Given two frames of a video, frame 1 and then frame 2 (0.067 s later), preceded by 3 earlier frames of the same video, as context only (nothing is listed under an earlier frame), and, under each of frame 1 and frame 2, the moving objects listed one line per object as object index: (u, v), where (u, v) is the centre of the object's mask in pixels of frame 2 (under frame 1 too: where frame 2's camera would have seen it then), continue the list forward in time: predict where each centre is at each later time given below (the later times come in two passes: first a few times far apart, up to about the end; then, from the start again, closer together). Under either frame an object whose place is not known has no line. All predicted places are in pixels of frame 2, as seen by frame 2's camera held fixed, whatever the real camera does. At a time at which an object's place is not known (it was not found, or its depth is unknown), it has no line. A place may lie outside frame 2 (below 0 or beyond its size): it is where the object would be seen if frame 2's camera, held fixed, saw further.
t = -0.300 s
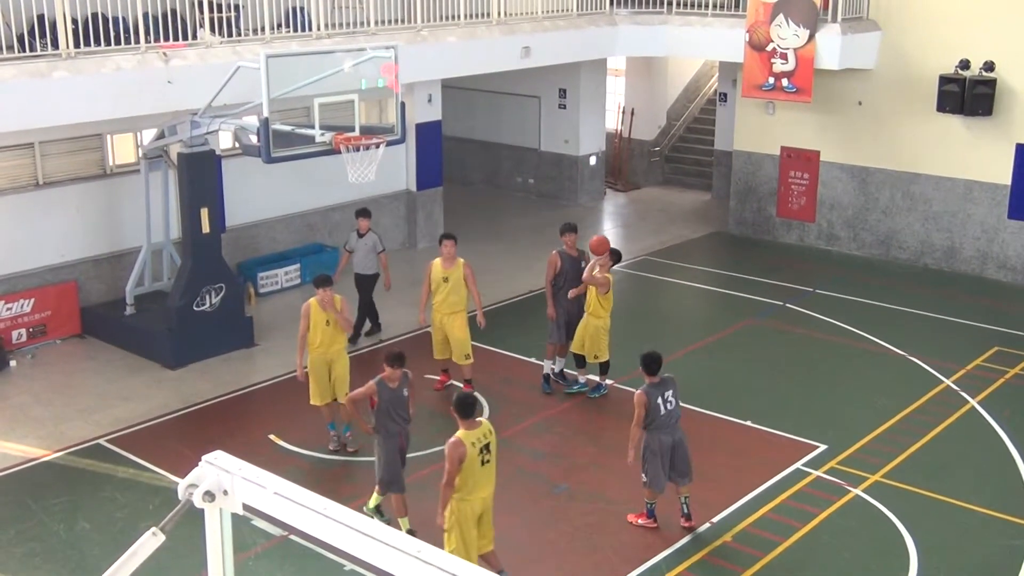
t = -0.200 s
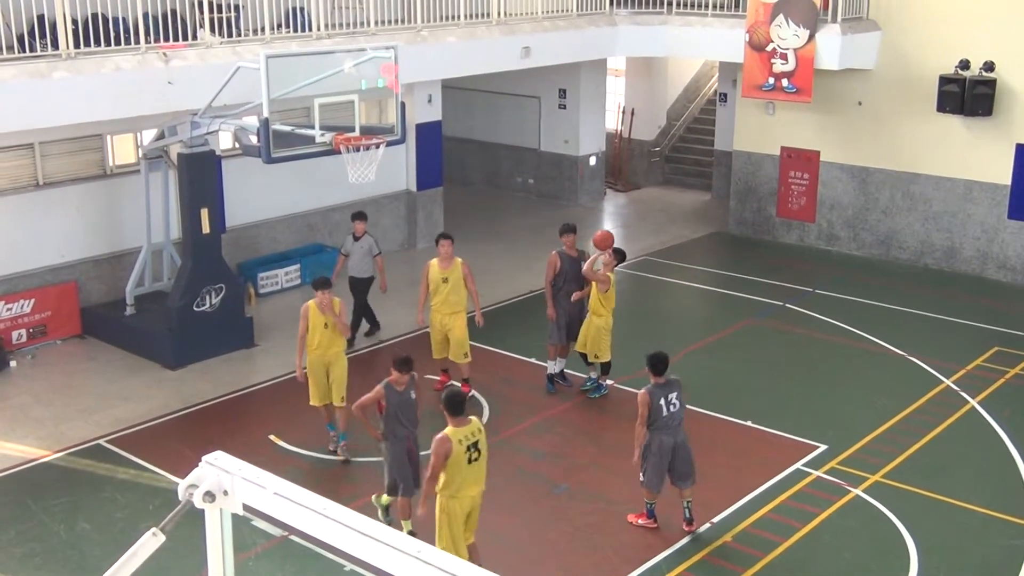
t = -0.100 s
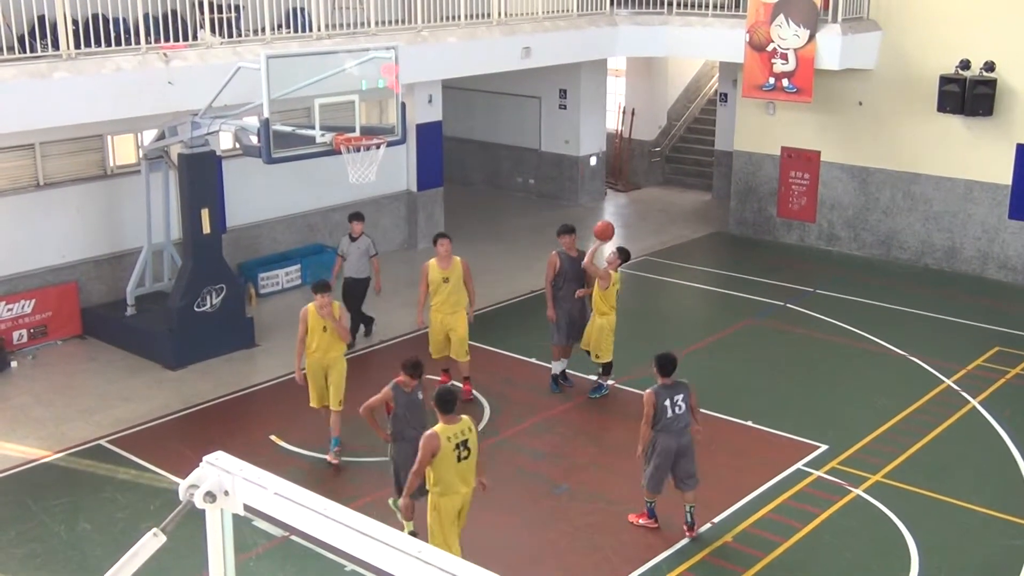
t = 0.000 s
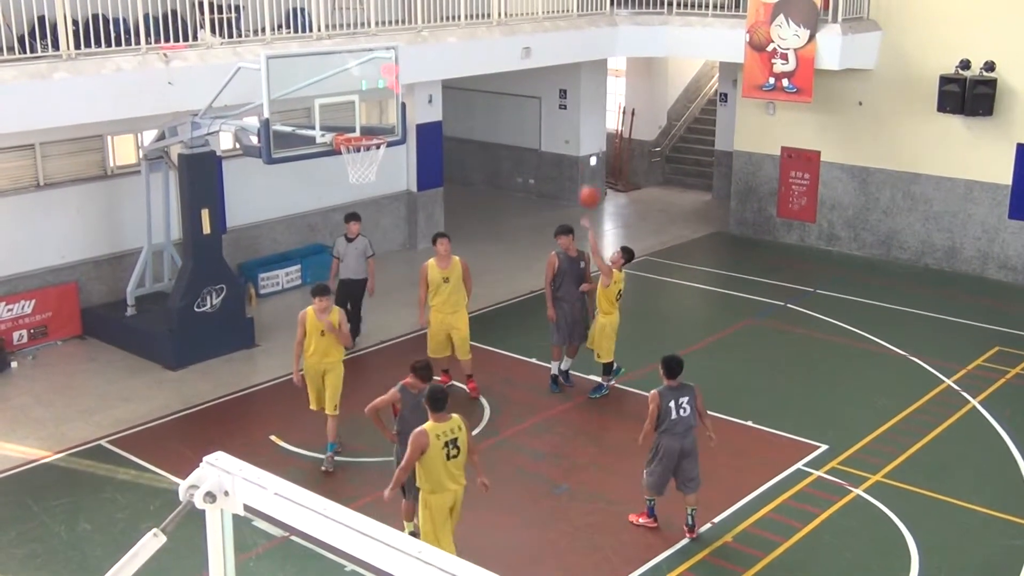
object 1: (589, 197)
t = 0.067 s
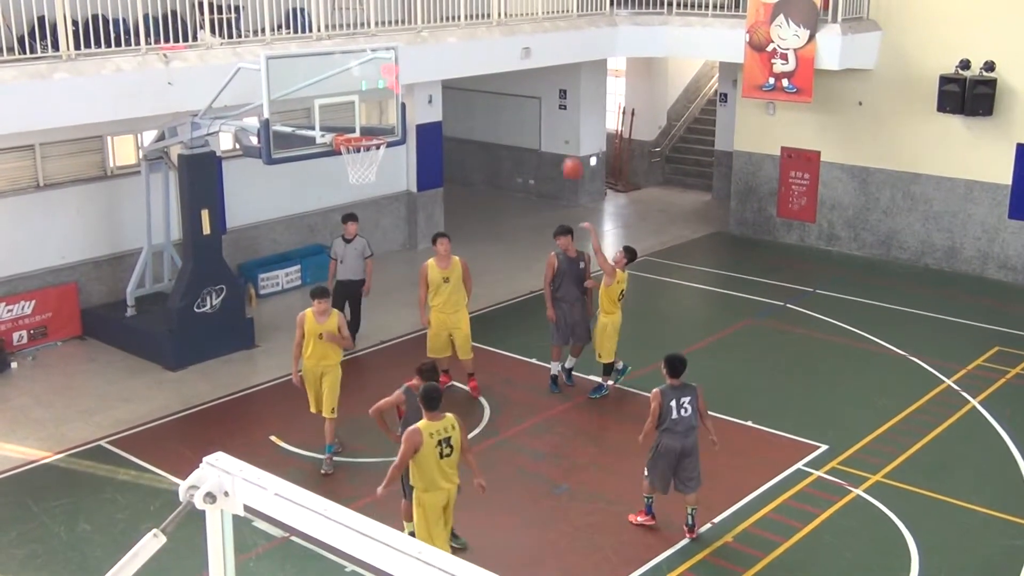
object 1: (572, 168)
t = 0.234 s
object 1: (530, 117)
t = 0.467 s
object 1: (469, 85)
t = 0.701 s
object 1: (408, 101)
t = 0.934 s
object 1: (348, 168)
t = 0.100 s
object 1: (564, 158)
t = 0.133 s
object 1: (556, 147)
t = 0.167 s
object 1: (547, 135)
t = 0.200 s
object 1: (539, 126)
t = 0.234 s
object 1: (530, 117)
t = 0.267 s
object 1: (522, 109)
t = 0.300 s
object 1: (513, 103)
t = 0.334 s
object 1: (504, 97)
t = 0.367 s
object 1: (495, 92)
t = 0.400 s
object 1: (486, 88)
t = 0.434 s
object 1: (478, 86)
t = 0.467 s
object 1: (469, 85)
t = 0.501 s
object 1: (461, 84)
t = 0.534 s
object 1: (453, 84)
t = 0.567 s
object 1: (443, 85)
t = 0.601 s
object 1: (435, 88)
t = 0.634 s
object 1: (426, 92)
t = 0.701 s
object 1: (408, 101)
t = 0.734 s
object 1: (398, 108)
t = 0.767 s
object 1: (390, 116)
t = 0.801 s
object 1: (381, 126)
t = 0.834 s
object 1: (373, 135)
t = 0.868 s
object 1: (363, 145)
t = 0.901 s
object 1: (355, 158)
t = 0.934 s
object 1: (348, 168)
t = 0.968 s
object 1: (341, 179)
